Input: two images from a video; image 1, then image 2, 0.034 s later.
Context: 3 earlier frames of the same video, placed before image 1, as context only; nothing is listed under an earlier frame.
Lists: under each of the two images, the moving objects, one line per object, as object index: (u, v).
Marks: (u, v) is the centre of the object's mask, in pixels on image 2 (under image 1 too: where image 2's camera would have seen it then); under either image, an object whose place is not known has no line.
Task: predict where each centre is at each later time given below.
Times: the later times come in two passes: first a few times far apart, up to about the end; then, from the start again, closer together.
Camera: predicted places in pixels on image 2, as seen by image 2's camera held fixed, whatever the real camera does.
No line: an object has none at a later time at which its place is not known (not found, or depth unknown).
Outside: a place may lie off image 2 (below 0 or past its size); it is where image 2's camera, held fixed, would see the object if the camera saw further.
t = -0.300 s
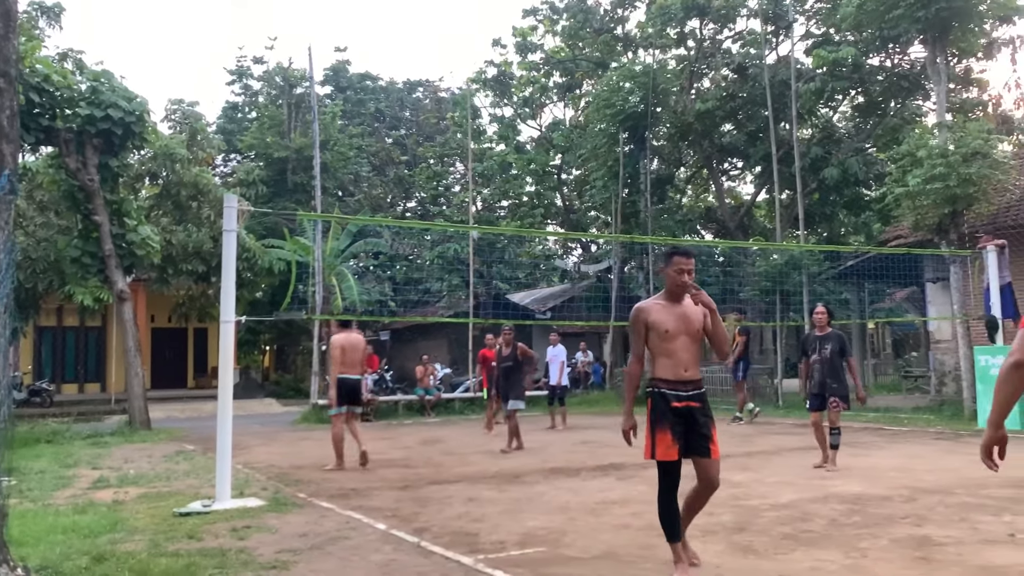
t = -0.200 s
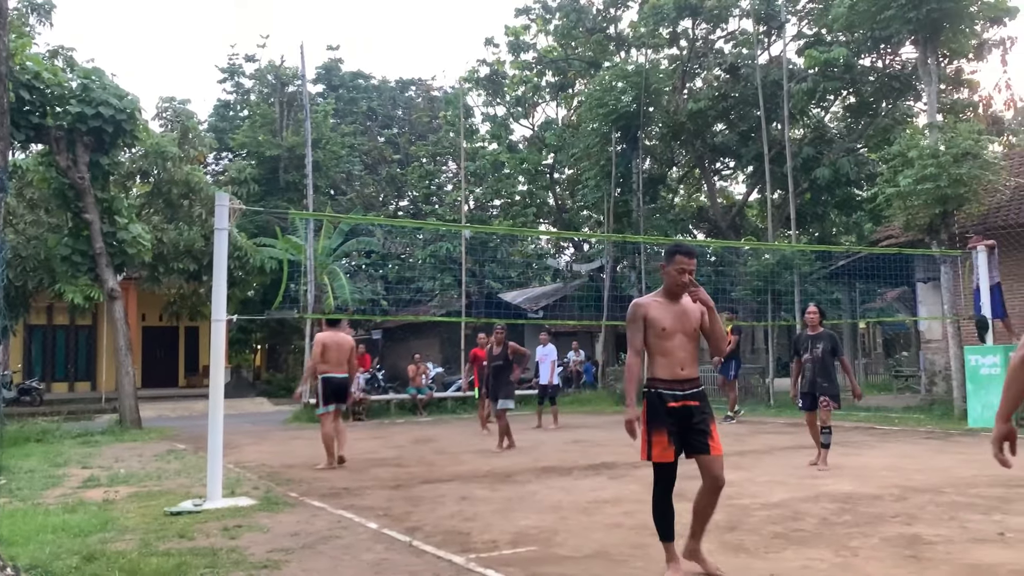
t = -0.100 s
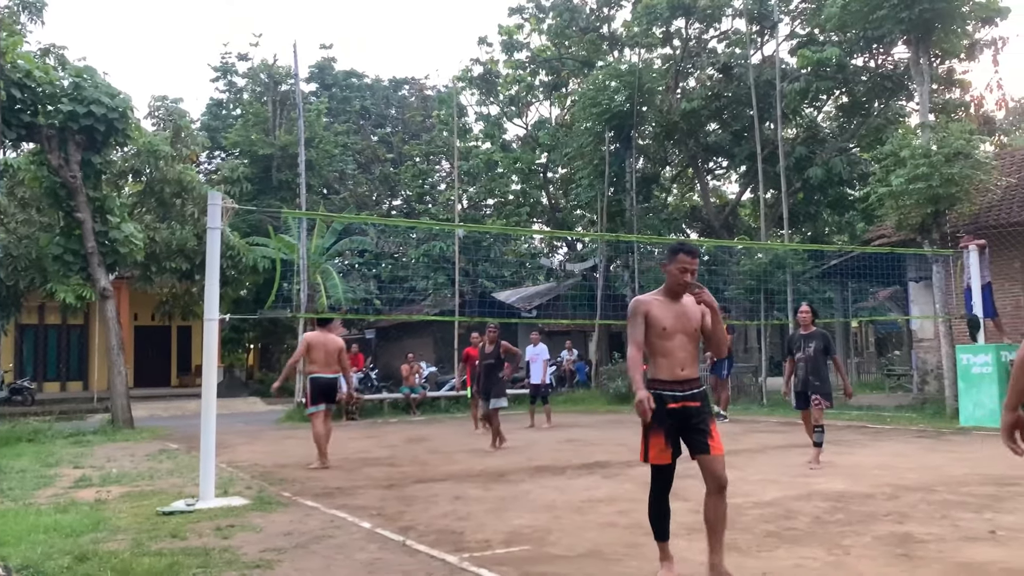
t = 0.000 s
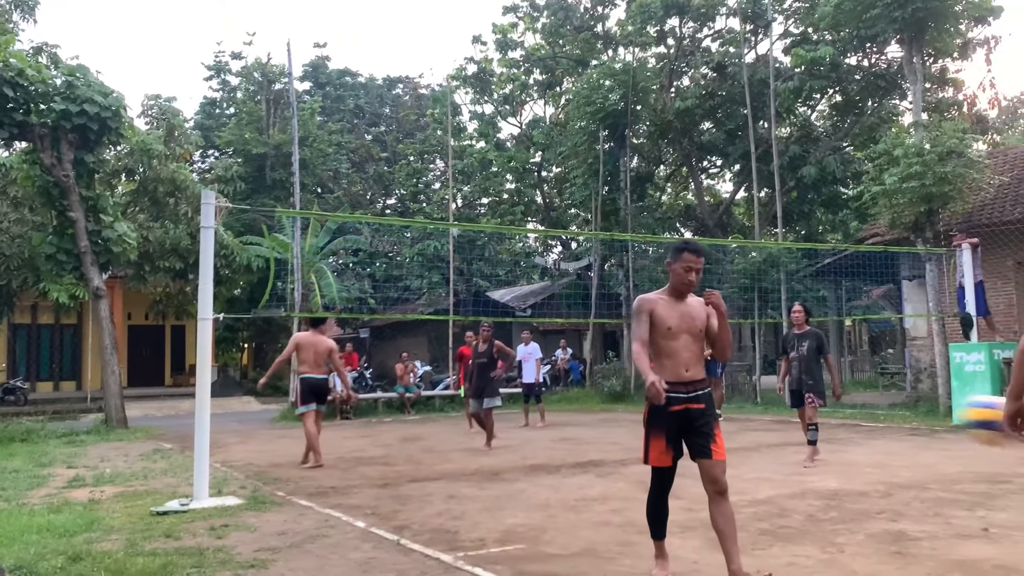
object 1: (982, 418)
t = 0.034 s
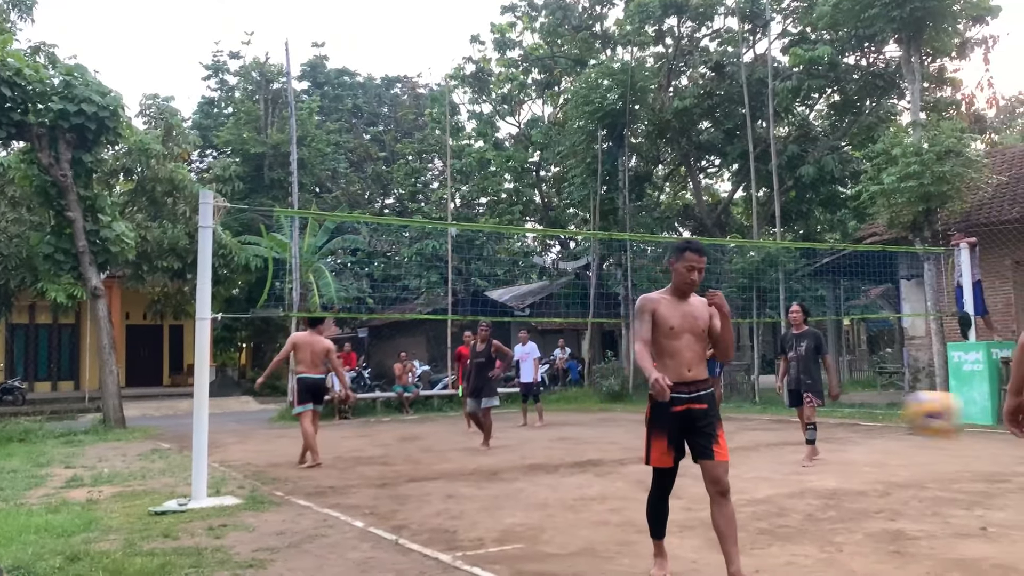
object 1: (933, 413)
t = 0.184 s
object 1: (755, 416)
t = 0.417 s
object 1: (578, 482)
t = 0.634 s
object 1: (496, 429)
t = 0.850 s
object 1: (438, 419)
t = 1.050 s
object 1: (395, 452)
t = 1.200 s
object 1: (367, 434)
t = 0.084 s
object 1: (862, 410)
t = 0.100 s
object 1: (841, 409)
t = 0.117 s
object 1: (820, 410)
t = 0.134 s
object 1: (799, 412)
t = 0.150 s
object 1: (780, 413)
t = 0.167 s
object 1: (764, 416)
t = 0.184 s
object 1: (755, 416)
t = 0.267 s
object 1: (667, 436)
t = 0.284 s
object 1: (661, 439)
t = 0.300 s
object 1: (648, 442)
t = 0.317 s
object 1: (636, 447)
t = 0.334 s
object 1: (627, 454)
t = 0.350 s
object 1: (617, 459)
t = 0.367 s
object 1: (607, 464)
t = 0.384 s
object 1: (597, 470)
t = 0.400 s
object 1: (587, 476)
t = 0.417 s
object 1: (578, 482)
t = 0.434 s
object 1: (569, 490)
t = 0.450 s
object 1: (560, 492)
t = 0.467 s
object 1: (553, 484)
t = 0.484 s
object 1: (548, 475)
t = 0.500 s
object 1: (542, 469)
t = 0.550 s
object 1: (523, 451)
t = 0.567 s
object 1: (516, 446)
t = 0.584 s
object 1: (511, 441)
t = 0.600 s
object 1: (506, 437)
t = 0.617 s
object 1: (501, 432)
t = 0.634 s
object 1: (496, 429)
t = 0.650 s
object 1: (490, 427)
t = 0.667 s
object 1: (485, 424)
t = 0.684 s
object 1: (479, 422)
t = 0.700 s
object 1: (475, 421)
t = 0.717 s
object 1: (471, 419)
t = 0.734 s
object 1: (467, 418)
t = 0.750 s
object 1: (462, 417)
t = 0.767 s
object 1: (458, 417)
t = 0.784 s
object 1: (454, 417)
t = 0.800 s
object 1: (449, 416)
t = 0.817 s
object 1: (444, 417)
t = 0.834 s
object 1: (441, 418)
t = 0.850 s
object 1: (438, 419)
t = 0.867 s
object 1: (434, 420)
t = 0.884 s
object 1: (430, 422)
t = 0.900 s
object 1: (426, 425)
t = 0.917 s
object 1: (421, 427)
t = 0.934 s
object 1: (418, 429)
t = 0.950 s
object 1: (414, 431)
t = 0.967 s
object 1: (411, 433)
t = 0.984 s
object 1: (408, 437)
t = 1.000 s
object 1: (405, 440)
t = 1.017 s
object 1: (401, 444)
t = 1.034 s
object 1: (398, 448)
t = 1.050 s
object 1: (395, 452)
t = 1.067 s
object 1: (392, 456)
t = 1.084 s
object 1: (388, 460)
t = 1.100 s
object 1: (386, 457)
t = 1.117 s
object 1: (383, 451)
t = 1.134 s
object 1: (381, 447)
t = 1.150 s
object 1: (378, 444)
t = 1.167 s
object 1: (374, 441)
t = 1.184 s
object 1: (370, 438)
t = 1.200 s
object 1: (367, 434)
